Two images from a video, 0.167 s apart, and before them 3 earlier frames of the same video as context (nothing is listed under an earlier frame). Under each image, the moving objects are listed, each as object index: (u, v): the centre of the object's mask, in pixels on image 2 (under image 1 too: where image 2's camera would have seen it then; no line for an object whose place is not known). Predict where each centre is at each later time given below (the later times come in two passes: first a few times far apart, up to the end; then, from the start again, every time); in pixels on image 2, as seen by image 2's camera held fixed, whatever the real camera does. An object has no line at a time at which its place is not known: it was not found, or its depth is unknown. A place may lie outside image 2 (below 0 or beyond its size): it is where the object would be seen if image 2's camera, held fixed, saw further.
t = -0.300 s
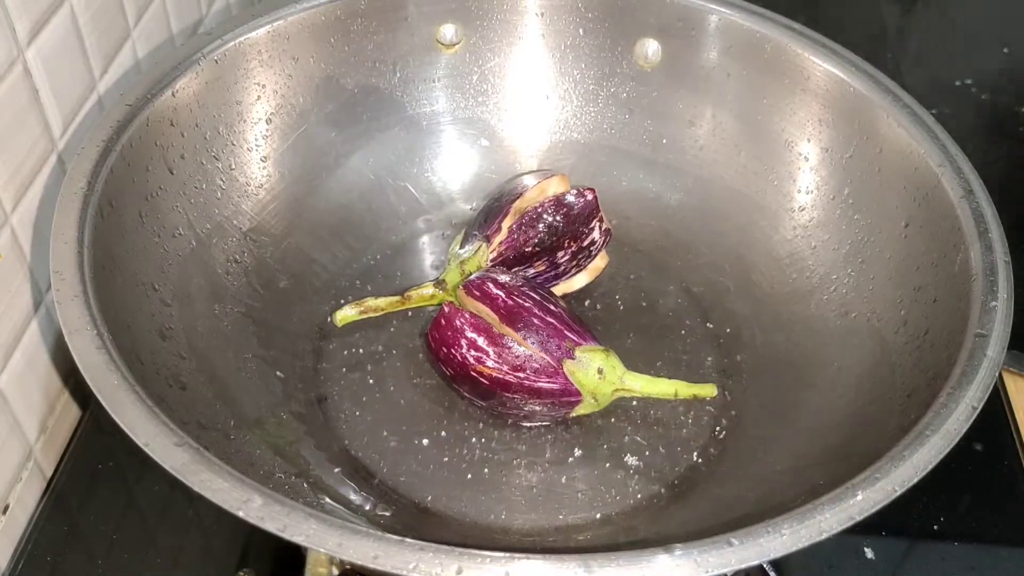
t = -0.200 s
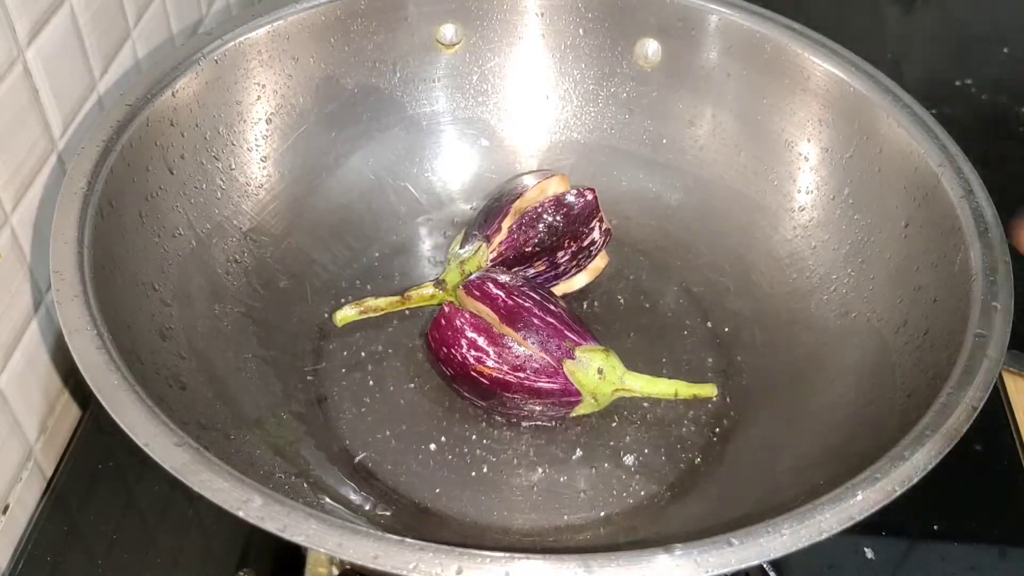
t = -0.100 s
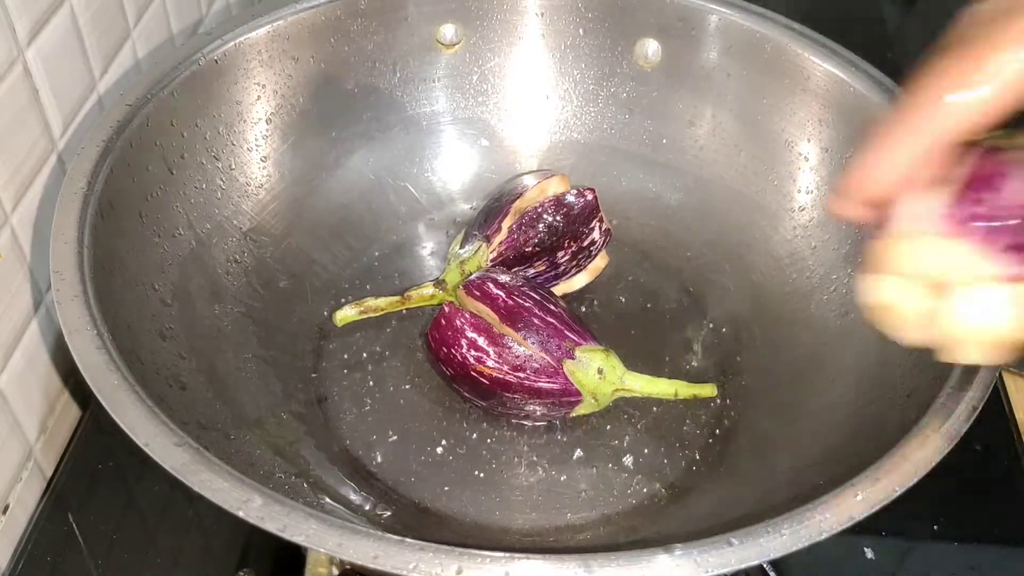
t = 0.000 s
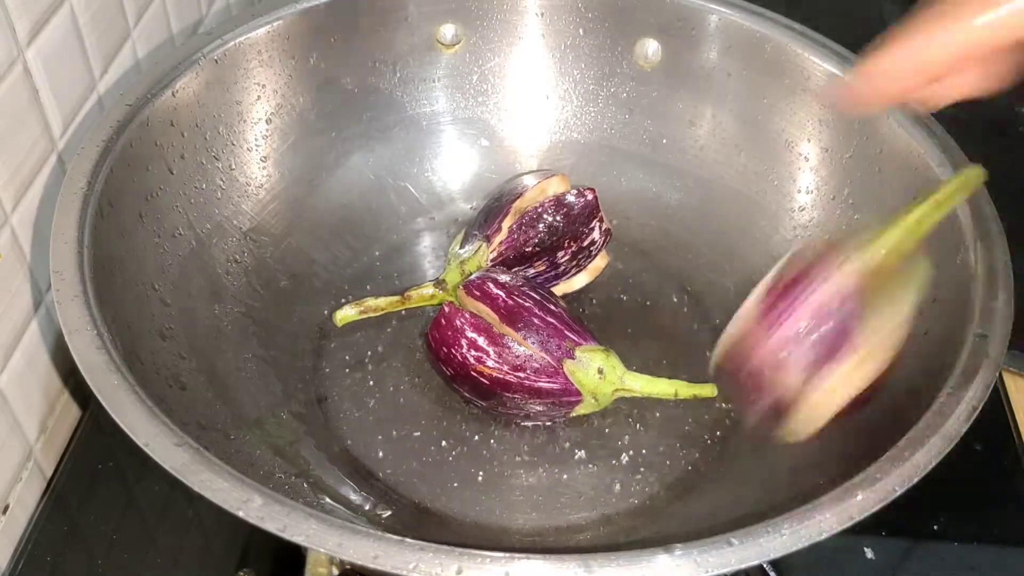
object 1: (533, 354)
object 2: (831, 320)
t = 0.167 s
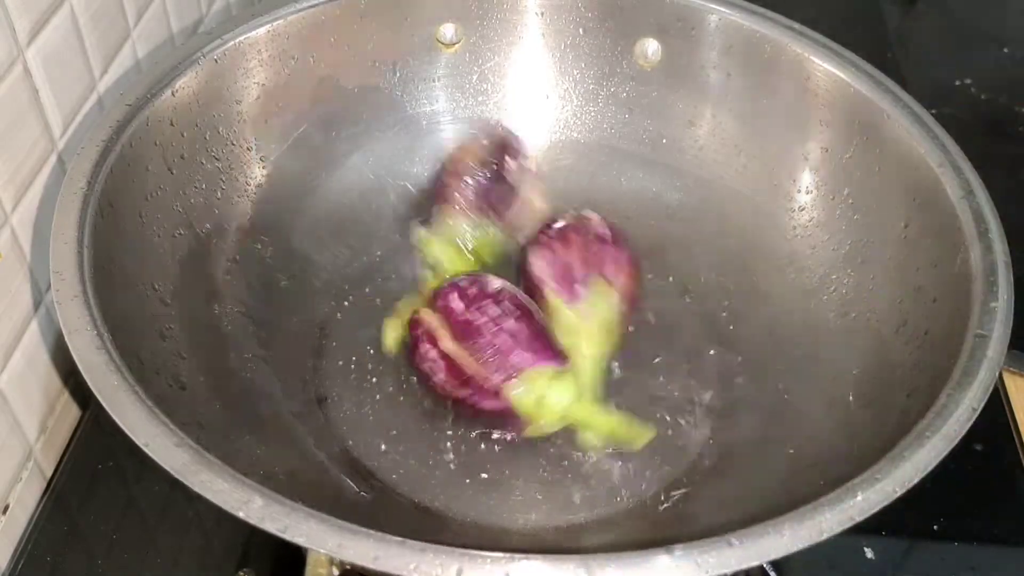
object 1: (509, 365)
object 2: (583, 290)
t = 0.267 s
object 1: (480, 374)
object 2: (558, 283)
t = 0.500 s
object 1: (459, 368)
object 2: (532, 278)
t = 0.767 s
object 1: (458, 357)
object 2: (545, 277)
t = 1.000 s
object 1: (458, 355)
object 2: (547, 277)
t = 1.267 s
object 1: (458, 355)
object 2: (546, 277)
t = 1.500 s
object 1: (460, 354)
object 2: (545, 278)
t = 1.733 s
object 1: (461, 354)
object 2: (545, 277)
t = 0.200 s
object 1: (496, 368)
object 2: (574, 287)
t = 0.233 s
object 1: (486, 371)
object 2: (566, 286)
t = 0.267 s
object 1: (480, 374)
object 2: (558, 283)
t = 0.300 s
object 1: (472, 374)
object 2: (552, 281)
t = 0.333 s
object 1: (467, 375)
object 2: (546, 278)
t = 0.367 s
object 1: (462, 375)
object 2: (541, 279)
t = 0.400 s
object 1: (459, 374)
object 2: (537, 279)
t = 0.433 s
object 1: (459, 373)
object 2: (533, 278)
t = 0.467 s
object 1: (458, 371)
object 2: (532, 277)
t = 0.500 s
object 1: (459, 368)
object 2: (532, 278)
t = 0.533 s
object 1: (459, 366)
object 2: (533, 277)
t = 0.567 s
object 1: (460, 364)
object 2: (536, 277)
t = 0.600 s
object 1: (459, 363)
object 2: (538, 278)
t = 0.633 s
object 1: (459, 362)
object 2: (540, 278)
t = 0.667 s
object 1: (460, 361)
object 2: (542, 278)
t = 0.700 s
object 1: (459, 360)
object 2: (543, 277)
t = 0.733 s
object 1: (458, 359)
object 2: (544, 278)
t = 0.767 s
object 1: (458, 357)
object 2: (545, 277)
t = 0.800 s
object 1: (458, 357)
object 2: (546, 277)
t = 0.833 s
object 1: (458, 356)
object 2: (547, 278)
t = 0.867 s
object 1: (457, 355)
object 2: (547, 277)
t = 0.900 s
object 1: (457, 355)
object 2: (547, 278)
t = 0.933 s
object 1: (457, 355)
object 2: (547, 277)
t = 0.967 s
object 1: (459, 355)
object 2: (547, 277)
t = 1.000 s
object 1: (458, 355)
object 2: (547, 277)
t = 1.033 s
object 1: (458, 355)
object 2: (546, 278)
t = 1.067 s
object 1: (458, 355)
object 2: (547, 277)
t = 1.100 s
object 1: (458, 355)
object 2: (547, 277)
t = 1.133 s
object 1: (458, 355)
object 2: (546, 277)
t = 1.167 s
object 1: (457, 355)
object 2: (546, 277)
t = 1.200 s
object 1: (458, 355)
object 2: (546, 278)
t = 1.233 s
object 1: (458, 355)
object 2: (546, 277)
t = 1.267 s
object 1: (458, 355)
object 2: (546, 277)
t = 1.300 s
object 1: (459, 355)
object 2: (546, 278)
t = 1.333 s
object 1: (459, 355)
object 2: (546, 277)
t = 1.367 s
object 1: (459, 355)
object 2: (546, 277)
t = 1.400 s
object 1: (459, 355)
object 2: (546, 278)
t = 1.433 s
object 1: (460, 354)
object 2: (546, 277)
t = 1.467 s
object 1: (460, 355)
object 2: (546, 277)
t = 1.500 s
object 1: (460, 354)
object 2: (545, 278)
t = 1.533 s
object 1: (460, 354)
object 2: (545, 277)
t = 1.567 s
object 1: (461, 354)
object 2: (546, 277)
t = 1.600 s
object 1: (461, 354)
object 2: (545, 277)
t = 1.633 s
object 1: (461, 354)
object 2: (545, 277)
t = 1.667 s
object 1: (461, 354)
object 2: (545, 277)
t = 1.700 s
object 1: (461, 354)
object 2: (545, 277)
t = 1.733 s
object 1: (461, 354)
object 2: (545, 277)
